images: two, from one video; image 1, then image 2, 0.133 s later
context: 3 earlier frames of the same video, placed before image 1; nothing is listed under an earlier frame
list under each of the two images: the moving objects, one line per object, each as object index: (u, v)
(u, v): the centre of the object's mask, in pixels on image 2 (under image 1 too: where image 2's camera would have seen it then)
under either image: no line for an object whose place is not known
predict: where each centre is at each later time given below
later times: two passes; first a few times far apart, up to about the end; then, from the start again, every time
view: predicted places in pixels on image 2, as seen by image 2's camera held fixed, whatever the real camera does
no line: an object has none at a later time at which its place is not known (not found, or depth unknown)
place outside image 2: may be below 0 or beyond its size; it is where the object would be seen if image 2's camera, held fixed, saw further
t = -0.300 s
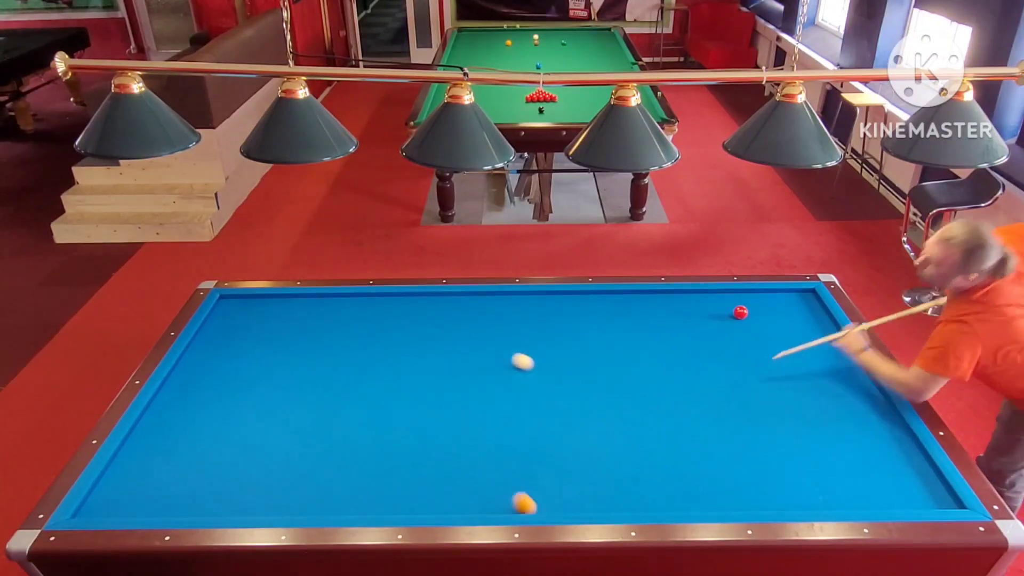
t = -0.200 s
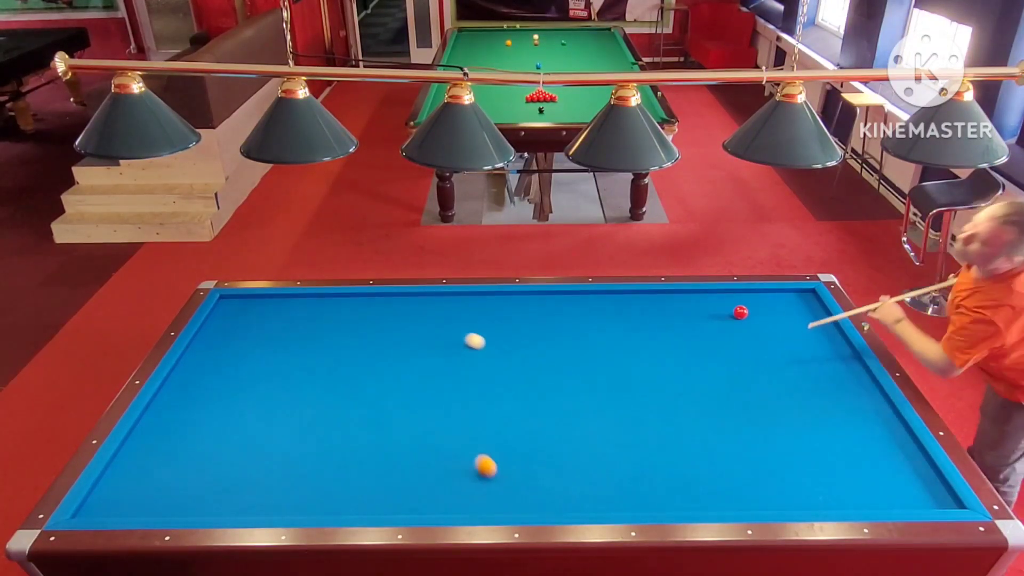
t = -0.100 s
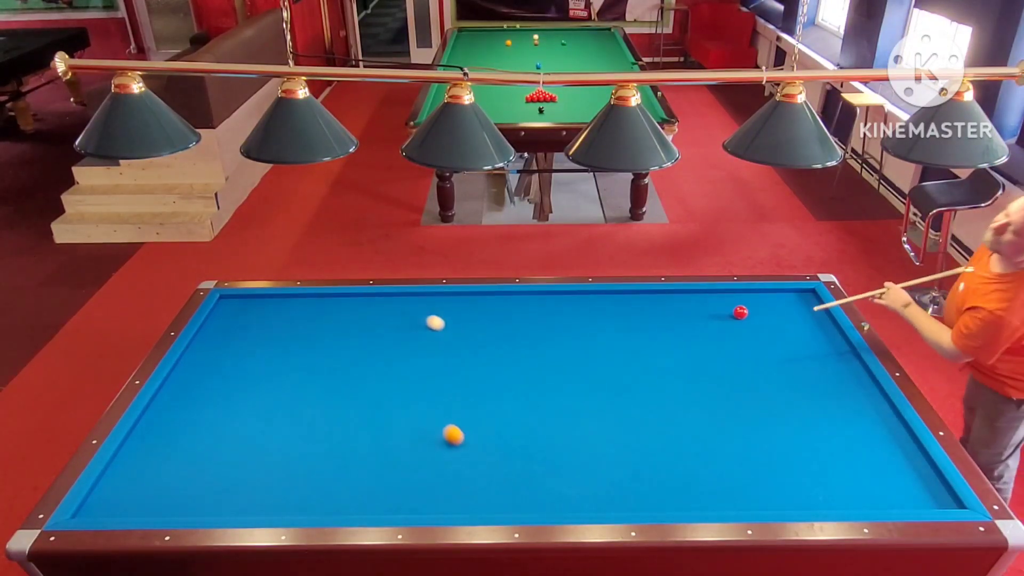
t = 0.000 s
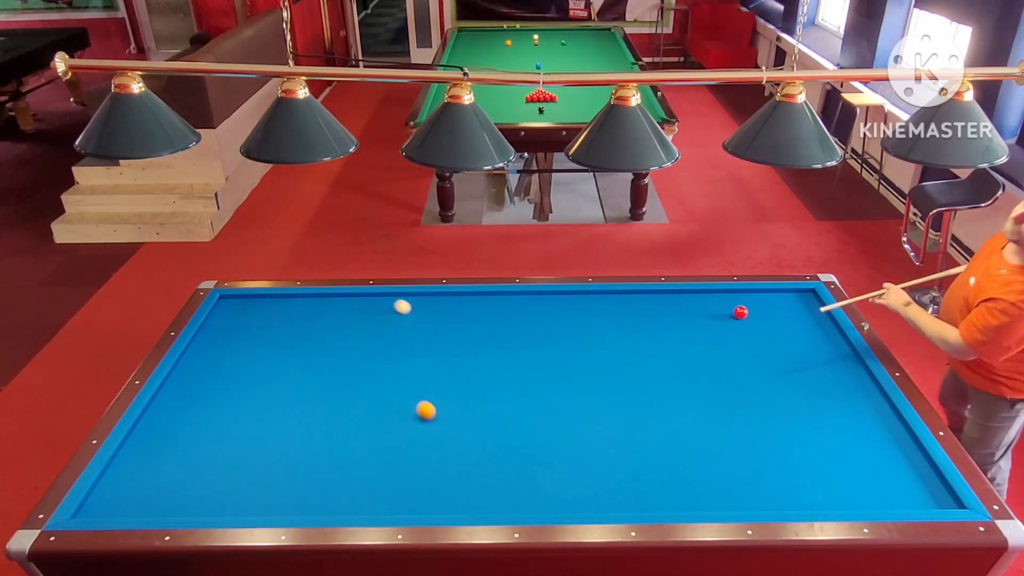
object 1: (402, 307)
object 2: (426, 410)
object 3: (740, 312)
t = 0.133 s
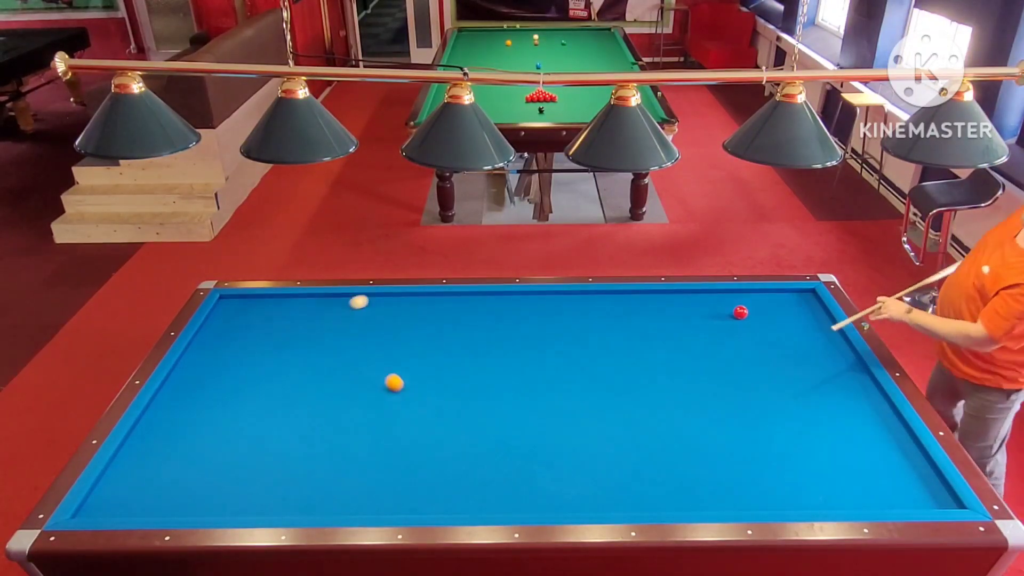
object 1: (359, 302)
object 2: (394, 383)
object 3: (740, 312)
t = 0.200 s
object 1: (332, 309)
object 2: (380, 370)
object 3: (740, 312)
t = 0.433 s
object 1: (240, 331)
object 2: (334, 330)
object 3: (740, 312)
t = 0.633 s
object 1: (211, 353)
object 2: (300, 301)
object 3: (740, 312)
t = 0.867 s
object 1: (247, 385)
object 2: (260, 317)
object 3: (740, 312)
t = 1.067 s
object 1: (275, 416)
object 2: (225, 332)
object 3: (740, 312)
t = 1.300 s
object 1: (313, 457)
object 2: (195, 350)
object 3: (740, 312)
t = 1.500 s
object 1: (350, 496)
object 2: (203, 361)
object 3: (740, 312)
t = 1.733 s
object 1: (409, 488)
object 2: (211, 374)
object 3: (740, 312)
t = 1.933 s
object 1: (459, 465)
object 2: (219, 386)
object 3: (740, 312)
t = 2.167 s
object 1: (512, 441)
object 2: (228, 400)
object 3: (740, 312)
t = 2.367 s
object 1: (555, 422)
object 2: (236, 412)
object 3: (740, 312)
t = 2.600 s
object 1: (601, 401)
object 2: (246, 427)
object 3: (740, 312)
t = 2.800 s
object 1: (637, 385)
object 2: (254, 440)
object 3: (740, 312)
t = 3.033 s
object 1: (676, 367)
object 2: (264, 455)
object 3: (740, 312)
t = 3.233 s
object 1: (707, 353)
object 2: (273, 468)
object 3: (740, 312)
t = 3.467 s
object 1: (740, 338)
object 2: (283, 484)
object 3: (740, 312)
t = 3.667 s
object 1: (767, 326)
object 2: (292, 498)
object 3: (740, 312)
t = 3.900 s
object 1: (797, 313)
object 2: (303, 508)
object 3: (740, 312)
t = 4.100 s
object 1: (815, 302)
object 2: (316, 501)
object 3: (740, 312)
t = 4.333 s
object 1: (787, 293)
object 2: (329, 493)
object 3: (740, 312)
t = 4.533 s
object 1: (773, 299)
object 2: (339, 486)
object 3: (740, 312)
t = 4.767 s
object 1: (757, 305)
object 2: (350, 479)
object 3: (740, 312)
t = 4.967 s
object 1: (750, 310)
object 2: (359, 473)
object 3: (733, 314)
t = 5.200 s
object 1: (749, 312)
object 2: (369, 467)
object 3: (721, 317)
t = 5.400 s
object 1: (748, 314)
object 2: (376, 462)
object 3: (711, 320)
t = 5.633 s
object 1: (747, 316)
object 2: (385, 457)
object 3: (700, 323)
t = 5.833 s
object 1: (746, 318)
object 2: (392, 453)
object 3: (691, 326)
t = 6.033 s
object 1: (745, 319)
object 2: (399, 449)
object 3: (681, 328)
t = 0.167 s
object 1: (345, 306)
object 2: (387, 376)
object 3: (740, 312)
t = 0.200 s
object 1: (332, 309)
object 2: (380, 370)
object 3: (740, 312)
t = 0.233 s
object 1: (318, 313)
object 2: (373, 364)
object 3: (740, 312)
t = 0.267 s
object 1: (305, 316)
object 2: (366, 358)
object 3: (740, 312)
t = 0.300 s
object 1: (293, 319)
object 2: (359, 352)
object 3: (740, 312)
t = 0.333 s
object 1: (280, 322)
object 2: (353, 346)
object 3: (740, 312)
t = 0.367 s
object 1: (266, 325)
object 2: (346, 341)
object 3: (740, 312)
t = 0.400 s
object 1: (253, 328)
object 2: (340, 336)
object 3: (740, 312)
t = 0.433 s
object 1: (240, 331)
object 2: (334, 330)
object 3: (740, 312)
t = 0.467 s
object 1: (226, 334)
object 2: (328, 325)
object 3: (740, 312)
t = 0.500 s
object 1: (212, 337)
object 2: (322, 320)
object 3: (740, 312)
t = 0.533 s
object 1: (199, 340)
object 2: (317, 315)
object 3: (740, 312)
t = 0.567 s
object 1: (199, 344)
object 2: (311, 310)
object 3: (740, 312)
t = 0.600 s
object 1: (205, 348)
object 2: (306, 305)
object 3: (740, 312)
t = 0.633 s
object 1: (211, 353)
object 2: (300, 301)
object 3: (740, 312)
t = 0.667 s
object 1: (218, 358)
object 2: (295, 297)
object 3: (740, 312)
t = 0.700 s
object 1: (223, 362)
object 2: (290, 300)
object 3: (740, 312)
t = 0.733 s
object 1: (229, 367)
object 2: (284, 304)
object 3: (740, 312)
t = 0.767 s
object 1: (234, 371)
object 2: (278, 308)
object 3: (740, 312)
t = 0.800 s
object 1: (238, 376)
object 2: (272, 311)
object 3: (740, 312)
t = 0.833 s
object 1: (242, 381)
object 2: (266, 314)
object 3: (740, 312)
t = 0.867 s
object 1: (247, 385)
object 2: (260, 317)
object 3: (740, 312)
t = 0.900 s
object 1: (251, 390)
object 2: (255, 320)
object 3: (740, 312)
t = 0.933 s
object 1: (256, 395)
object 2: (249, 322)
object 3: (740, 312)
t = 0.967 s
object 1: (261, 400)
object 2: (243, 325)
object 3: (740, 312)
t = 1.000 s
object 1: (266, 405)
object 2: (237, 327)
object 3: (740, 312)
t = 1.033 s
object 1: (270, 411)
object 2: (231, 330)
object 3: (740, 312)
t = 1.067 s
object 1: (275, 416)
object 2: (225, 332)
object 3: (740, 312)
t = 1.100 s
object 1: (281, 421)
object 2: (219, 335)
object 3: (740, 312)
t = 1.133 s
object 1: (286, 427)
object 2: (213, 338)
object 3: (740, 312)
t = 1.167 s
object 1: (291, 433)
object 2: (207, 341)
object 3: (740, 312)
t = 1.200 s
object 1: (296, 439)
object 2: (201, 343)
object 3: (740, 312)
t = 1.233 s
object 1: (302, 444)
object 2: (194, 346)
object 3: (740, 312)
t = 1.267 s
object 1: (307, 451)
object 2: (193, 348)
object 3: (740, 312)
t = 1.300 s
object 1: (313, 457)
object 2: (195, 350)
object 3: (740, 312)
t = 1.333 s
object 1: (319, 463)
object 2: (197, 352)
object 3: (740, 312)
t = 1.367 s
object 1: (325, 469)
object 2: (198, 354)
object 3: (740, 312)
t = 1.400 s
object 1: (331, 475)
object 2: (199, 355)
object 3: (740, 312)
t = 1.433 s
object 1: (337, 482)
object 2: (200, 357)
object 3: (740, 312)
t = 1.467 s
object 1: (344, 489)
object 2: (202, 359)
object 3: (740, 312)
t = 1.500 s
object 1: (350, 496)
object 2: (203, 361)
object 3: (740, 312)
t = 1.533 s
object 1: (357, 502)
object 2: (204, 363)
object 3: (740, 312)
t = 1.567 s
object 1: (363, 508)
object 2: (205, 365)
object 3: (740, 312)
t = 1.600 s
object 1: (373, 505)
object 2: (207, 367)
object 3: (740, 312)
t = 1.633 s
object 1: (382, 500)
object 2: (208, 369)
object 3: (740, 312)
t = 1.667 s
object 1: (391, 496)
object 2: (209, 371)
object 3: (740, 312)
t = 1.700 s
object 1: (400, 492)
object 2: (210, 372)
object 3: (740, 312)
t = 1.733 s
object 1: (409, 488)
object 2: (211, 374)
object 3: (740, 312)
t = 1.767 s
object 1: (418, 484)
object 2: (213, 376)
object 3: (740, 312)
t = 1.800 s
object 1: (426, 480)
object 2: (214, 378)
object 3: (740, 312)
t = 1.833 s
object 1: (435, 476)
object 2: (215, 380)
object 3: (740, 312)
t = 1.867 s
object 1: (443, 472)
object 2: (217, 382)
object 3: (740, 313)
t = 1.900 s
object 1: (451, 468)
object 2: (218, 384)
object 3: (740, 312)
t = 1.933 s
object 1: (459, 465)
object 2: (219, 386)
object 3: (740, 312)
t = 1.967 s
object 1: (467, 461)
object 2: (220, 388)
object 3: (740, 312)
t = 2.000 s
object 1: (475, 458)
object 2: (222, 390)
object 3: (740, 312)
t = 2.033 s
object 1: (483, 454)
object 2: (223, 392)
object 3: (740, 312)
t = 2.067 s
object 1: (490, 451)
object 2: (225, 394)
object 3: (740, 312)
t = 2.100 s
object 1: (498, 447)
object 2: (226, 396)
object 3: (740, 312)
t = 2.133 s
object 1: (505, 444)
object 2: (227, 398)
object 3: (740, 312)
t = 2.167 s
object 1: (512, 441)
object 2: (228, 400)
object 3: (740, 312)
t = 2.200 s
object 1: (520, 437)
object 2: (230, 402)
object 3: (740, 312)
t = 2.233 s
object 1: (527, 434)
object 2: (231, 404)
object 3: (740, 312)
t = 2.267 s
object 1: (534, 431)
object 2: (232, 406)
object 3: (740, 312)
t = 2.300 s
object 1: (541, 428)
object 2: (233, 408)
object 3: (740, 312)
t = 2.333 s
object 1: (548, 425)
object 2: (235, 410)
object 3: (740, 312)
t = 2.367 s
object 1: (555, 422)
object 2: (236, 412)
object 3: (740, 312)
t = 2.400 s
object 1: (562, 419)
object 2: (237, 414)
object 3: (740, 312)
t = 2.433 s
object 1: (569, 416)
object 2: (239, 416)
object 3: (740, 312)
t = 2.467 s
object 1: (575, 413)
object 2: (240, 418)
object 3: (740, 312)
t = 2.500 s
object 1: (582, 410)
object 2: (242, 420)
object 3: (740, 312)
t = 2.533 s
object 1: (588, 407)
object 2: (243, 423)
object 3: (740, 312)
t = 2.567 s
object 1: (594, 404)
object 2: (244, 424)
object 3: (740, 312)
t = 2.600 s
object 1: (601, 401)
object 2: (246, 427)
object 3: (740, 312)
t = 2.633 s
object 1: (607, 398)
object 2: (247, 429)
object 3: (740, 312)
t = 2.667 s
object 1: (613, 395)
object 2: (248, 431)
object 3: (740, 312)
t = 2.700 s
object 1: (619, 393)
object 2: (250, 433)
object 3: (740, 312)
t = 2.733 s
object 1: (625, 390)
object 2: (251, 435)
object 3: (740, 312)
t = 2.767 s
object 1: (631, 387)
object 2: (253, 438)
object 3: (740, 312)
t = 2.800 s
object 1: (637, 385)
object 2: (254, 440)
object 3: (740, 312)
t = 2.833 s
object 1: (642, 382)
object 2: (255, 442)
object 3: (740, 312)
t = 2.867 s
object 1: (648, 379)
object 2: (257, 444)
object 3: (740, 312)
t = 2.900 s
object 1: (654, 377)
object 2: (258, 446)
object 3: (740, 312)
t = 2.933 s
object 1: (659, 375)
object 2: (260, 448)
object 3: (740, 312)
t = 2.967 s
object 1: (665, 372)
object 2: (261, 451)
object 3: (740, 312)
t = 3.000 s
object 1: (670, 370)
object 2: (262, 453)
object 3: (740, 312)
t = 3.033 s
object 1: (676, 367)
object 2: (264, 455)
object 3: (740, 312)
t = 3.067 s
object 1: (681, 365)
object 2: (265, 457)
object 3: (740, 312)
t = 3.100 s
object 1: (686, 362)
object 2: (267, 459)
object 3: (740, 312)
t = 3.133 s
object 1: (691, 360)
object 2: (268, 462)
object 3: (740, 312)
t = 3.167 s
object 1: (696, 358)
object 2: (270, 464)
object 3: (740, 312)
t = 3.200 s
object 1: (701, 355)
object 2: (271, 466)
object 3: (740, 312)
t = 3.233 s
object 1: (707, 353)
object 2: (273, 468)
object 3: (740, 312)
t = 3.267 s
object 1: (712, 351)
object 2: (274, 470)
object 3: (740, 312)
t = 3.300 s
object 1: (717, 349)
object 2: (275, 473)
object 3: (740, 312)
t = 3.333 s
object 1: (721, 347)
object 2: (277, 475)
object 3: (740, 312)
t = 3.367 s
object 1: (726, 344)
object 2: (278, 477)
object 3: (740, 312)
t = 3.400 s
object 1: (731, 342)
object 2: (280, 480)
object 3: (740, 312)
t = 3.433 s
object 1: (736, 340)
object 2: (282, 482)
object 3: (740, 312)
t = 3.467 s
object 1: (740, 338)
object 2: (283, 484)
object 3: (740, 312)
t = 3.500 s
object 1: (745, 336)
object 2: (284, 487)
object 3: (740, 312)
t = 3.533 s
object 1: (749, 334)
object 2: (286, 489)
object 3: (740, 312)
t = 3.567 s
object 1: (754, 332)
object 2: (287, 491)
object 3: (740, 312)
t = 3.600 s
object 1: (759, 330)
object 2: (289, 494)
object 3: (740, 312)
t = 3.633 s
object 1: (763, 328)
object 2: (290, 496)
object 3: (740, 312)
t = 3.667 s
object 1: (767, 326)
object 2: (292, 498)
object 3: (740, 312)
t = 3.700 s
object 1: (772, 324)
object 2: (293, 501)
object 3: (740, 312)
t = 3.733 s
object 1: (776, 322)
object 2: (295, 503)
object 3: (740, 312)
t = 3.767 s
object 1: (780, 320)
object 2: (296, 505)
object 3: (740, 312)
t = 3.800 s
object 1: (784, 318)
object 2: (298, 507)
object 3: (740, 312)
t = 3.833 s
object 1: (789, 316)
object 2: (300, 509)
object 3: (740, 312)
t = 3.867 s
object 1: (793, 314)
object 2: (301, 509)
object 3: (740, 312)
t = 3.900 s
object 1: (797, 313)
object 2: (303, 508)
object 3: (740, 312)
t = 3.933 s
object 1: (801, 311)
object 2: (305, 507)
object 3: (740, 312)
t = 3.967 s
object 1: (805, 309)
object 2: (308, 506)
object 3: (740, 312)
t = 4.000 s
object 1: (809, 307)
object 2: (310, 505)
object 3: (740, 312)
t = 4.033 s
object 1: (813, 305)
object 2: (312, 504)
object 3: (740, 312)
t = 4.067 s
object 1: (817, 303)
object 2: (314, 503)
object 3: (740, 312)
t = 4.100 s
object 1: (815, 302)
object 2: (316, 501)
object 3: (740, 312)
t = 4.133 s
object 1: (810, 300)
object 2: (318, 500)
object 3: (740, 312)
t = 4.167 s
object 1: (806, 298)
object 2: (320, 499)
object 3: (740, 312)
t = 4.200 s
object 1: (802, 297)
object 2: (322, 497)
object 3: (740, 312)
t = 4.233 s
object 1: (798, 295)
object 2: (323, 496)
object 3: (740, 312)
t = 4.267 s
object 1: (794, 294)
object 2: (325, 495)
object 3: (740, 312)
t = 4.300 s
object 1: (790, 292)
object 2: (327, 494)
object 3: (740, 312)
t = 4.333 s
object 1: (787, 293)
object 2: (329, 493)
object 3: (740, 312)
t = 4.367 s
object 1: (785, 294)
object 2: (331, 492)
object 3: (740, 312)
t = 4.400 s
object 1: (783, 295)
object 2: (332, 490)
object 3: (740, 312)
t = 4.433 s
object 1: (780, 295)
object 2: (334, 489)
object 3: (740, 312)
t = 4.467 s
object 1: (778, 297)
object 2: (336, 488)
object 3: (740, 312)
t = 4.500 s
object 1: (776, 297)
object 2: (337, 487)
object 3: (740, 312)
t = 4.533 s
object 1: (773, 299)
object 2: (339, 486)
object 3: (740, 312)
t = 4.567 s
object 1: (771, 300)
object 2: (341, 485)
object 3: (740, 312)
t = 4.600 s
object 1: (768, 301)
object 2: (342, 484)
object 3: (740, 312)
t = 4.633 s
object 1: (766, 302)
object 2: (344, 483)
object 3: (740, 312)
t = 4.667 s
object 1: (764, 303)
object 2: (346, 482)
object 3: (740, 312)
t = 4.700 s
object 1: (761, 304)
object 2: (347, 481)
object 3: (740, 312)
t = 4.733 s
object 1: (759, 305)
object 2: (349, 480)
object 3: (740, 312)
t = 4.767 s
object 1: (757, 305)
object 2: (350, 479)
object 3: (740, 312)
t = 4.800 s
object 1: (754, 306)
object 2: (352, 478)
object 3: (740, 312)
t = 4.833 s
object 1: (752, 307)
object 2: (353, 477)
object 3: (740, 312)
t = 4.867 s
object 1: (751, 308)
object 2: (355, 476)
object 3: (739, 313)
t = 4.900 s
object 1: (750, 309)
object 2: (356, 475)
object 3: (737, 313)
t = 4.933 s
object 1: (750, 309)
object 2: (358, 474)
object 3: (735, 314)
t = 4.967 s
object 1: (750, 310)
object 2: (359, 473)
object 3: (733, 314)
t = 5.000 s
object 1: (750, 310)
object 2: (361, 472)
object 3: (732, 315)
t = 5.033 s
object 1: (750, 310)
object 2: (362, 471)
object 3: (730, 315)
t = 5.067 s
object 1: (749, 311)
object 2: (364, 470)
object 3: (728, 316)
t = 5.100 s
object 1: (749, 311)
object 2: (365, 469)
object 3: (727, 316)
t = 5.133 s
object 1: (749, 312)
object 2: (366, 469)
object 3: (725, 316)
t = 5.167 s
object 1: (749, 312)
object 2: (367, 468)
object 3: (723, 317)
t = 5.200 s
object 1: (749, 312)
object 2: (369, 467)
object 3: (721, 317)
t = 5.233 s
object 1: (749, 312)
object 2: (370, 466)
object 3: (720, 318)
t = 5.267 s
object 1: (748, 313)
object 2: (372, 465)
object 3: (718, 318)
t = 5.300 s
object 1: (748, 313)
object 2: (373, 464)
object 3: (716, 319)
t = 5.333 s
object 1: (748, 314)
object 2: (374, 464)
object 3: (715, 319)
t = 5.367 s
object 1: (748, 314)
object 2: (375, 463)
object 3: (713, 320)
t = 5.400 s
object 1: (748, 314)
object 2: (376, 462)
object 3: (711, 320)
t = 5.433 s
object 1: (748, 314)
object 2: (378, 461)
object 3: (710, 321)
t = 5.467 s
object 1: (747, 315)
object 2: (379, 461)
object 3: (708, 321)
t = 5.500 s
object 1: (747, 315)
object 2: (380, 460)
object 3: (707, 321)
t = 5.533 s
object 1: (747, 315)
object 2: (381, 459)
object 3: (705, 322)
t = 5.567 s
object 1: (747, 316)
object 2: (383, 458)
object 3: (703, 322)
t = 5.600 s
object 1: (747, 316)
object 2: (384, 458)
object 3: (702, 323)
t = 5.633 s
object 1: (747, 316)
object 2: (385, 457)
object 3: (700, 323)
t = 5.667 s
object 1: (747, 317)
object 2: (386, 457)
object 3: (698, 323)
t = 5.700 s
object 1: (747, 317)
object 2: (387, 456)
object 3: (697, 324)
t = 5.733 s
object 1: (746, 317)
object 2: (388, 455)
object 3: (695, 324)
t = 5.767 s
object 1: (746, 317)
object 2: (390, 454)
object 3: (694, 325)
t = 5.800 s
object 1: (746, 318)
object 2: (390, 454)
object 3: (692, 325)
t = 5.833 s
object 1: (746, 318)
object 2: (392, 453)
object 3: (691, 326)
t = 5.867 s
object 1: (746, 318)
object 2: (393, 452)
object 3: (689, 326)
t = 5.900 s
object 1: (746, 318)
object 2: (394, 452)
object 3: (687, 327)
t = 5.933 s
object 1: (746, 318)
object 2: (395, 451)
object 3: (686, 327)
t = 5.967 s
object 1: (746, 319)
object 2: (396, 451)
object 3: (684, 327)
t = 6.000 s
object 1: (746, 319)
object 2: (397, 450)
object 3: (683, 328)
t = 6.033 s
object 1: (745, 319)
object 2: (399, 449)
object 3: (681, 328)
